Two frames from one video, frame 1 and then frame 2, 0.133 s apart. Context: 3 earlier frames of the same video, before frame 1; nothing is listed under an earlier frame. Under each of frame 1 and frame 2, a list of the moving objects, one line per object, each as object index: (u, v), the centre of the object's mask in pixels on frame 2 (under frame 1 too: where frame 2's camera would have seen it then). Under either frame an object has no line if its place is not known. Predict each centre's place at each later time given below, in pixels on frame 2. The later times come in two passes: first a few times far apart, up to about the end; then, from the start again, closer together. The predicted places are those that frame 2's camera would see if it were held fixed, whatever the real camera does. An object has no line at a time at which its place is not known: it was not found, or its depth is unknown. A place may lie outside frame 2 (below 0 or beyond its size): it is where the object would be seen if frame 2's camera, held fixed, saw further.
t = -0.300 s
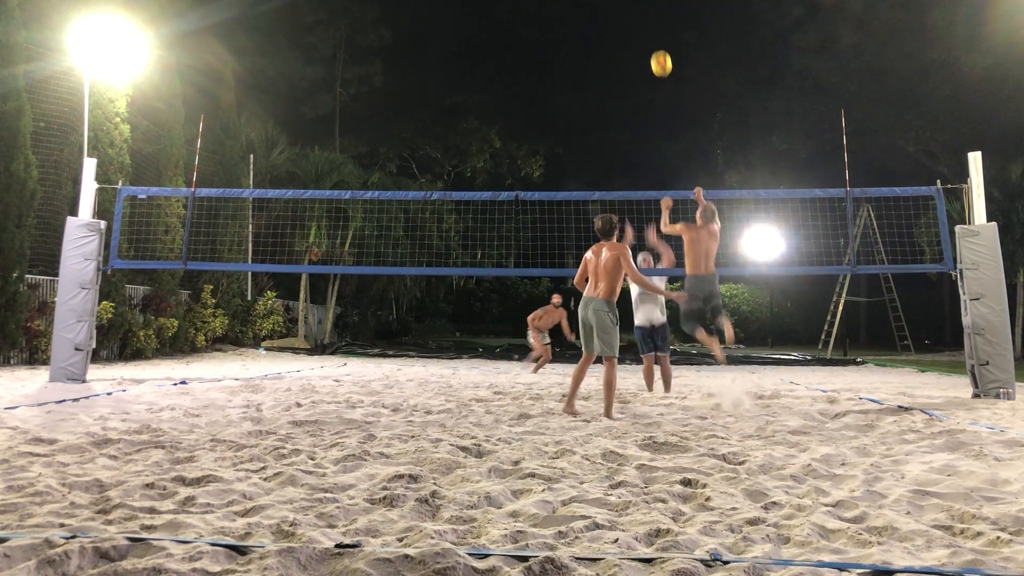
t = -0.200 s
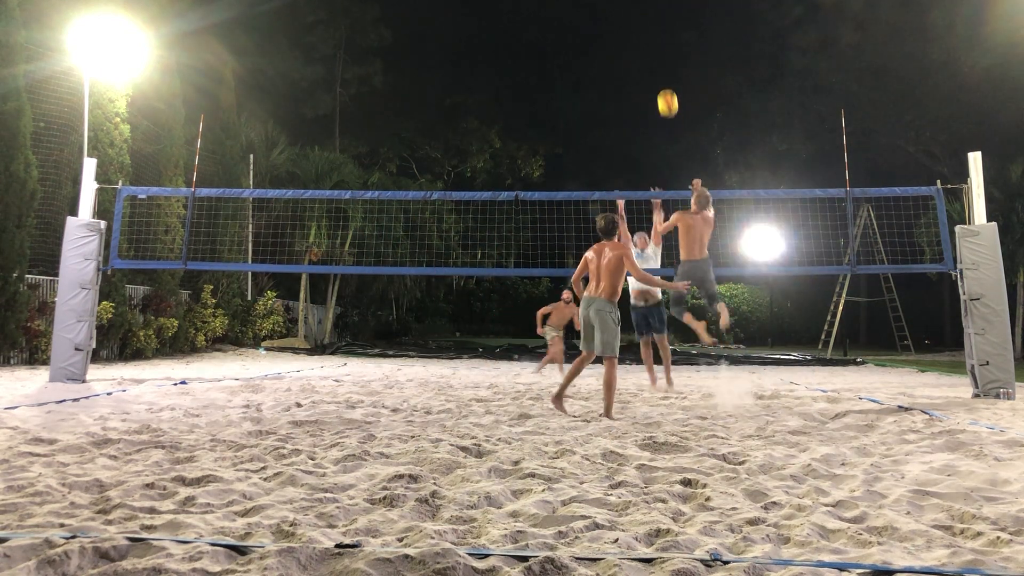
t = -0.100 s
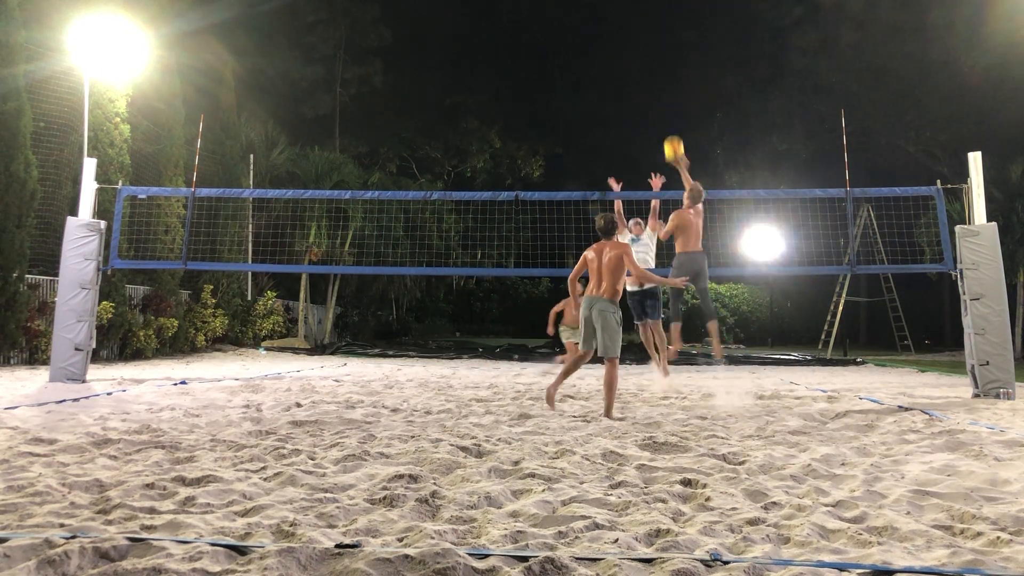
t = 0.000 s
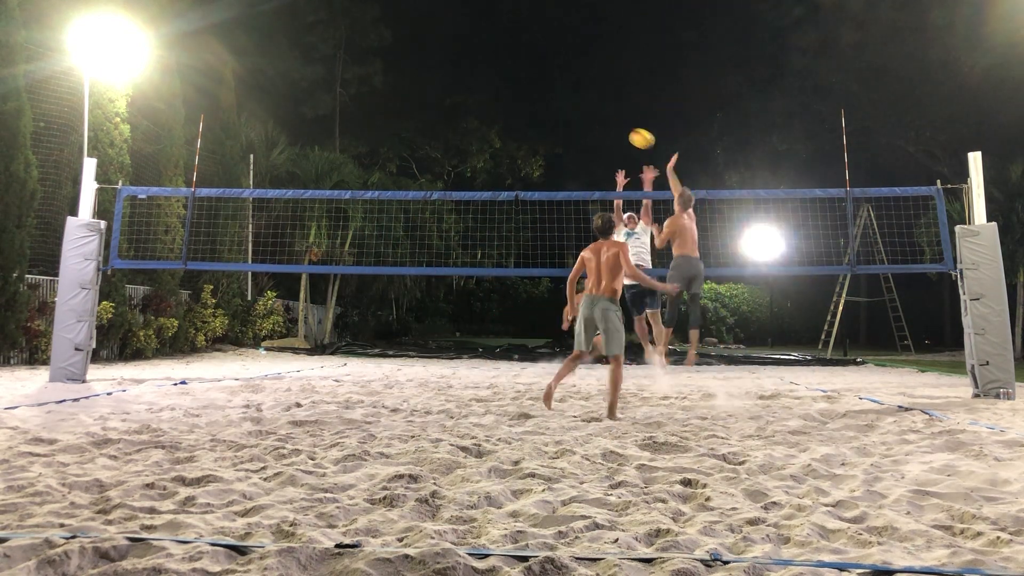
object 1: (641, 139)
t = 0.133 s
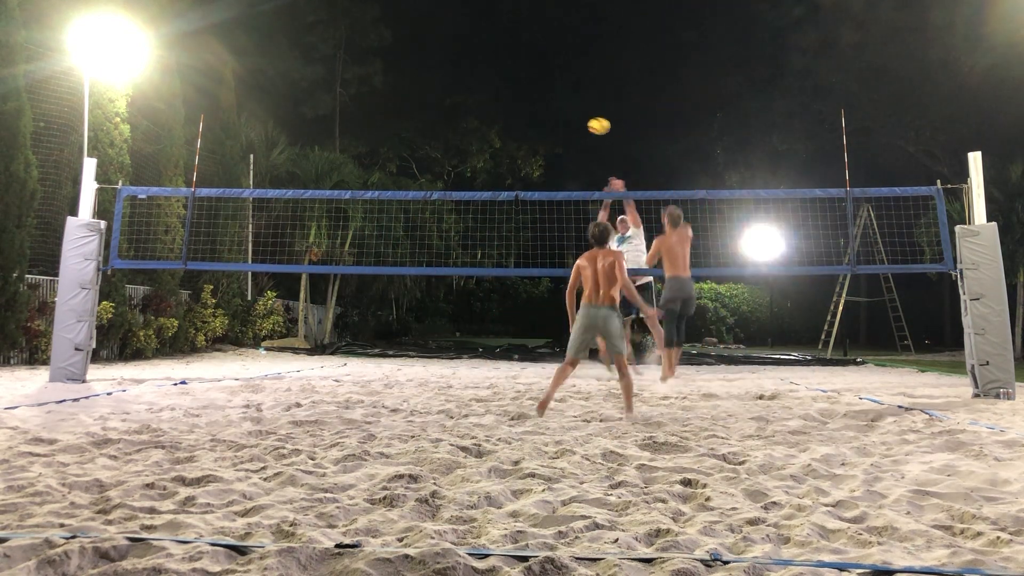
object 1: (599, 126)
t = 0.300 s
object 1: (555, 132)
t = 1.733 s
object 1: (340, 355)
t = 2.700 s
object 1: (286, 347)
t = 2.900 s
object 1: (280, 345)
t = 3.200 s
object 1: (275, 345)
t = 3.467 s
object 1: (275, 345)
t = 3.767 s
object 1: (275, 345)
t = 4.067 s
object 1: (275, 345)
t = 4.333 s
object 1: (276, 345)
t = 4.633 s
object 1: (276, 346)
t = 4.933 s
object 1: (275, 346)
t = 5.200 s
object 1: (276, 345)
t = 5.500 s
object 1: (276, 345)
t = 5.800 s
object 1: (276, 345)
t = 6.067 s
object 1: (276, 345)
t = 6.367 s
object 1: (276, 345)
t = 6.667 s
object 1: (276, 345)
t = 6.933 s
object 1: (276, 345)
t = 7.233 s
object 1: (276, 345)
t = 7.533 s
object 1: (276, 345)
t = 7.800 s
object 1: (276, 345)
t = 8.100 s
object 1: (276, 346)
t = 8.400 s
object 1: (276, 346)
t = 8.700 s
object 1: (276, 345)
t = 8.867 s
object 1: (276, 345)
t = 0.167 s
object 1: (589, 125)
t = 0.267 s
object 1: (563, 129)
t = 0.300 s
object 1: (555, 132)
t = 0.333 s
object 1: (547, 135)
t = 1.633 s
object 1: (351, 354)
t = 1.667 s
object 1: (346, 356)
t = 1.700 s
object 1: (343, 356)
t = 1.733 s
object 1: (340, 355)
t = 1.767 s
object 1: (337, 354)
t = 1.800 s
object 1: (335, 354)
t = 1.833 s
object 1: (332, 354)
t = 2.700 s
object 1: (286, 347)
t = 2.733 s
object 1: (285, 348)
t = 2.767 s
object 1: (284, 348)
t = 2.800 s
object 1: (283, 348)
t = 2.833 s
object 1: (282, 347)
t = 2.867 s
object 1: (280, 346)
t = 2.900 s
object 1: (280, 345)
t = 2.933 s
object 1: (279, 345)
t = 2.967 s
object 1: (278, 345)
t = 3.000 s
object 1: (277, 345)
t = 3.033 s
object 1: (276, 345)
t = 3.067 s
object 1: (276, 345)
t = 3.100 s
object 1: (276, 345)
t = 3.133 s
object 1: (275, 345)
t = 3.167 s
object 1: (275, 345)
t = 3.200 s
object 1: (275, 345)
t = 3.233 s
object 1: (275, 345)
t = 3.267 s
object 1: (275, 345)
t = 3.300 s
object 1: (275, 345)
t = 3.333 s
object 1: (275, 345)
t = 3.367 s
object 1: (275, 345)
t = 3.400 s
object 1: (275, 345)
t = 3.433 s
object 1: (275, 345)
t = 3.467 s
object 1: (275, 345)
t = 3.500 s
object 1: (275, 345)
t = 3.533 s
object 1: (275, 345)
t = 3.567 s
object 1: (275, 345)
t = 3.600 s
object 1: (275, 345)
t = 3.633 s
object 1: (275, 345)
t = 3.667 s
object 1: (275, 345)
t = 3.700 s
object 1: (275, 345)
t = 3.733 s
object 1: (275, 345)
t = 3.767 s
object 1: (275, 345)
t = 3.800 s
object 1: (275, 345)
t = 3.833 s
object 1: (275, 345)
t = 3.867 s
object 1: (275, 345)
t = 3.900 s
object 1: (275, 345)
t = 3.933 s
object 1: (275, 345)
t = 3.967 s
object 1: (275, 345)
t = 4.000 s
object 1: (275, 345)
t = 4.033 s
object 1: (275, 345)
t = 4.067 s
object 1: (275, 345)
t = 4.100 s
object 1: (275, 345)
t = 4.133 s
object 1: (276, 345)
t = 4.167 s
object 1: (276, 345)
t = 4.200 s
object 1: (276, 345)
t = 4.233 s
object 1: (276, 345)
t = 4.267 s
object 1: (276, 345)
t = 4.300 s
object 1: (276, 345)
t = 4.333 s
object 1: (276, 345)
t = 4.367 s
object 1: (276, 345)
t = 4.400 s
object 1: (276, 345)
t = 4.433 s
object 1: (276, 345)
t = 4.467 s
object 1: (276, 345)
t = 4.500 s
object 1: (276, 345)
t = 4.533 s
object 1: (276, 345)
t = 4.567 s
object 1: (276, 345)
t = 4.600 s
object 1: (276, 346)
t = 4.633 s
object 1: (276, 346)
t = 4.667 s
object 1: (276, 345)
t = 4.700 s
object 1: (276, 345)
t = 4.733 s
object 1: (276, 345)
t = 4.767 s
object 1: (276, 346)
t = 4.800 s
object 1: (276, 345)
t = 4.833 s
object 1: (276, 345)
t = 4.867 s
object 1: (276, 345)
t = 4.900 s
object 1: (275, 345)
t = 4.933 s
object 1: (275, 346)
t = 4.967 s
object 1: (276, 346)
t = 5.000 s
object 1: (275, 346)
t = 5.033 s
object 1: (275, 346)
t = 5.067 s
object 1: (275, 346)
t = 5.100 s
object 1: (276, 345)
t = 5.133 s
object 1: (276, 345)
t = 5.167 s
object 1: (276, 345)
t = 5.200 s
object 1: (276, 345)
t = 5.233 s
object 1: (276, 345)
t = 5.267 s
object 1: (276, 345)
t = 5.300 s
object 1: (276, 345)
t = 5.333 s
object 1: (276, 345)
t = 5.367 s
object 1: (276, 345)
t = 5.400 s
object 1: (276, 345)
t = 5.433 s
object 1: (276, 345)
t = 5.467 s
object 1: (276, 345)
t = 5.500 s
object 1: (276, 345)
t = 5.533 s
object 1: (276, 345)
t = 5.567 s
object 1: (276, 345)
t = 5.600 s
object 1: (276, 345)
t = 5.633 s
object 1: (276, 345)
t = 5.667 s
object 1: (276, 345)
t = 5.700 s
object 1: (276, 345)
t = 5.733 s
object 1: (276, 345)
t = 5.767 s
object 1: (276, 345)
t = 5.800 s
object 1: (276, 345)
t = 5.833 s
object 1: (276, 345)
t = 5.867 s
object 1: (276, 345)
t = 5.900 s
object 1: (276, 345)
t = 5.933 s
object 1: (276, 345)
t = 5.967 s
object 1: (276, 345)
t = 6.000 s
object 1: (276, 345)
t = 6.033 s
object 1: (275, 345)
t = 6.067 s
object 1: (276, 345)
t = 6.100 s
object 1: (275, 345)
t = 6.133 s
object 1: (276, 345)
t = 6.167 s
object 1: (276, 345)
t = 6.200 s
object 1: (276, 345)
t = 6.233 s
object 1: (276, 345)
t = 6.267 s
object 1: (276, 345)
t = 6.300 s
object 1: (276, 346)
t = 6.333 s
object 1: (276, 345)
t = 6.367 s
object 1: (276, 345)
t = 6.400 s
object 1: (276, 345)
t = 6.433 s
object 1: (276, 345)
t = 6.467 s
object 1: (276, 345)
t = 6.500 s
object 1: (276, 345)
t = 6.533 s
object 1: (276, 345)
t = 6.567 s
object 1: (276, 345)
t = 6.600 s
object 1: (276, 345)
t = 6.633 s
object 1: (276, 345)
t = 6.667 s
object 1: (276, 345)
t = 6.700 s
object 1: (276, 345)
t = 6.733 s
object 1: (276, 345)
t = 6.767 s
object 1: (276, 345)
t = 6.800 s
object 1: (276, 345)
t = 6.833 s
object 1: (276, 345)
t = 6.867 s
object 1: (276, 345)
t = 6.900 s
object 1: (276, 345)
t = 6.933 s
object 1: (276, 345)
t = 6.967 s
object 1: (276, 345)
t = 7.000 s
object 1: (276, 345)
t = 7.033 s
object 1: (276, 345)
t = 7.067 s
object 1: (276, 345)
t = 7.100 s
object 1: (276, 345)
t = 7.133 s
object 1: (276, 345)
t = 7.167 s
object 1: (276, 345)
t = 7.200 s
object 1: (276, 345)
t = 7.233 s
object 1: (276, 345)
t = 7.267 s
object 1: (276, 345)
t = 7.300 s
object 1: (276, 345)
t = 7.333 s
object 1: (276, 345)
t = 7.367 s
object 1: (276, 345)
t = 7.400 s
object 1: (276, 345)
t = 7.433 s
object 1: (276, 345)
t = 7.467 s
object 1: (276, 345)
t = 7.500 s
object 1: (276, 345)
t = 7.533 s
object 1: (276, 345)
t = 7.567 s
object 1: (276, 345)
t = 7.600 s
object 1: (276, 345)
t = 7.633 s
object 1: (276, 345)
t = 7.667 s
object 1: (276, 345)
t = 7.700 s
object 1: (276, 345)
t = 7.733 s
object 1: (276, 345)
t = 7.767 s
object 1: (276, 345)
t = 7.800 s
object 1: (276, 345)
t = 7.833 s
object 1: (276, 346)
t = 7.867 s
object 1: (276, 345)
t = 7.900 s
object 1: (276, 345)
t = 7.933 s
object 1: (276, 346)
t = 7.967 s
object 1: (276, 346)
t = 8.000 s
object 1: (276, 346)
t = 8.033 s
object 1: (276, 346)
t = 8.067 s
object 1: (276, 346)
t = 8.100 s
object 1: (276, 346)
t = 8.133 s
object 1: (276, 346)
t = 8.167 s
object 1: (276, 346)
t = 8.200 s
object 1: (276, 346)
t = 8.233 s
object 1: (276, 346)
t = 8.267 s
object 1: (276, 346)
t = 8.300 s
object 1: (276, 346)
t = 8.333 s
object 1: (276, 345)
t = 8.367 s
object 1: (276, 345)
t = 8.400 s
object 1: (276, 346)
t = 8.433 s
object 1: (276, 345)
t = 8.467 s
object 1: (276, 345)
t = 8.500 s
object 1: (276, 345)
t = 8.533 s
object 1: (276, 345)
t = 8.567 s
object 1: (276, 345)
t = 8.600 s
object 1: (276, 345)
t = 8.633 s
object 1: (276, 345)
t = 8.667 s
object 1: (276, 345)
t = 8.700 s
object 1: (276, 345)
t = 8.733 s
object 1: (276, 345)
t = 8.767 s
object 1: (276, 345)
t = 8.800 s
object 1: (276, 345)
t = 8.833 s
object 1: (276, 345)
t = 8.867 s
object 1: (276, 345)
